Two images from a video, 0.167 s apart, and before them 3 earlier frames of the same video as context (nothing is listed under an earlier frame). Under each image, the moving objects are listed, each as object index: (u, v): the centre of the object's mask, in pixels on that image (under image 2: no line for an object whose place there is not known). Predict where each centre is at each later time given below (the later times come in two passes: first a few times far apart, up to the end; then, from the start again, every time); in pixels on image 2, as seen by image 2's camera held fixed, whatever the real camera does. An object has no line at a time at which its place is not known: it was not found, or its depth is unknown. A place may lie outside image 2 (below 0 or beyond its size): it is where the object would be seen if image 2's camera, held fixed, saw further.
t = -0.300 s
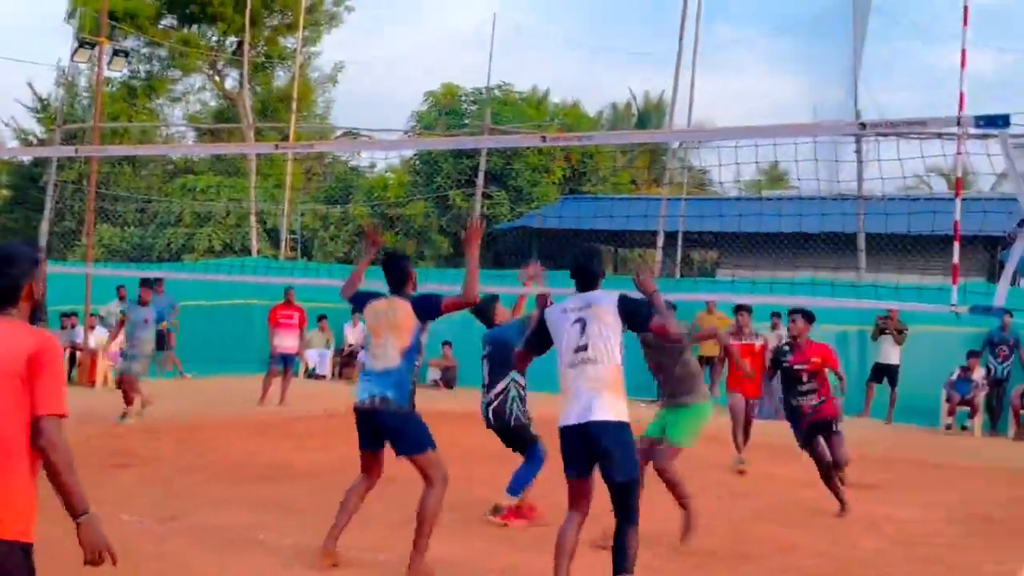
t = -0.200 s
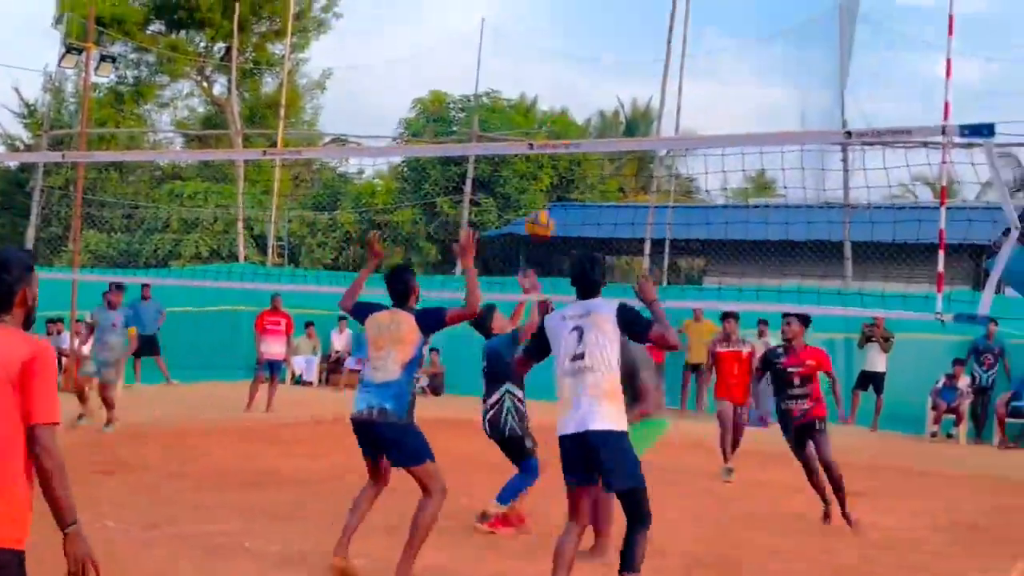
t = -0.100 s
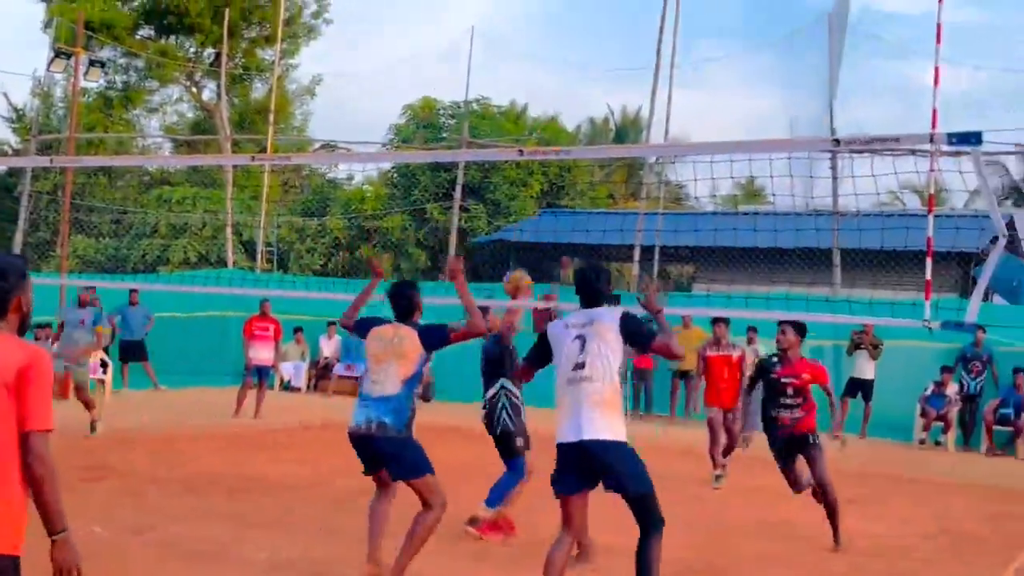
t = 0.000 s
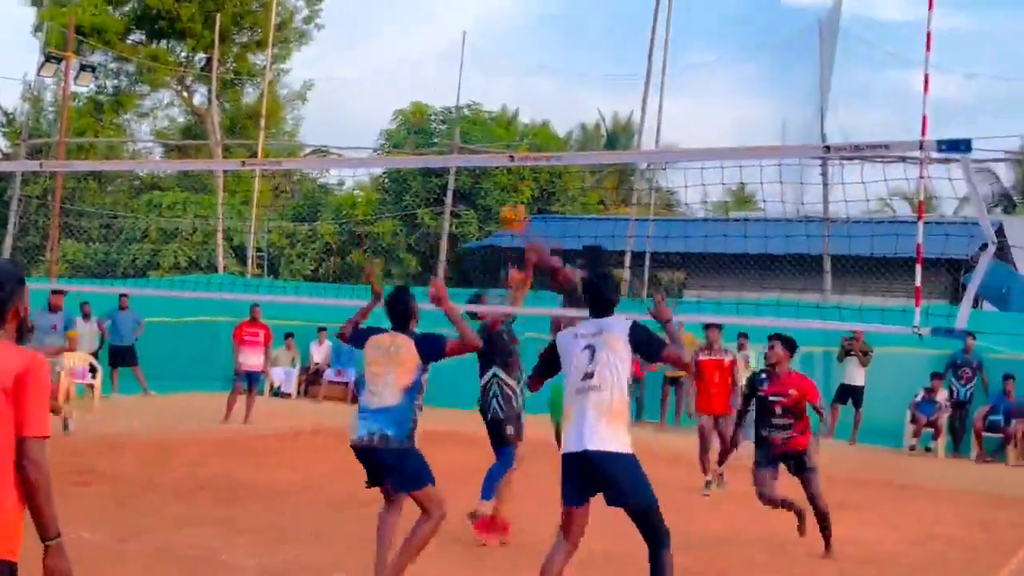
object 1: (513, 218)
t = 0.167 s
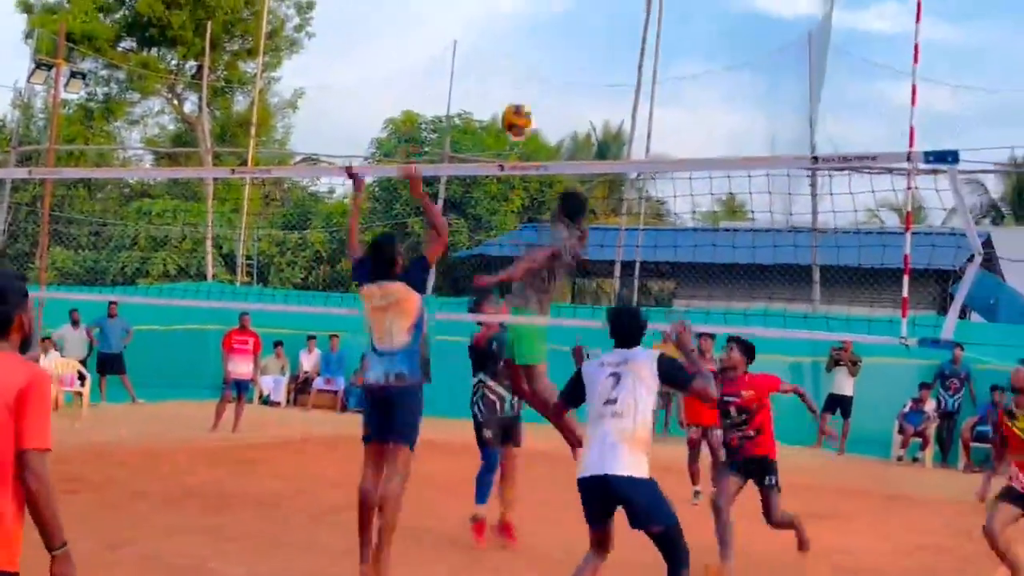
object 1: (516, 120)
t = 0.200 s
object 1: (519, 103)
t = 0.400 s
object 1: (530, 32)
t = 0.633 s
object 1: (535, 22)
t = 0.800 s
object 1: (535, 63)
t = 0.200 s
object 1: (519, 103)
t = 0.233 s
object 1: (521, 88)
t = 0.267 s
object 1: (523, 74)
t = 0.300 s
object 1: (525, 61)
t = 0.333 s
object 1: (527, 50)
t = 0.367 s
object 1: (528, 40)
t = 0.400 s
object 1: (530, 32)
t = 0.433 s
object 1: (530, 27)
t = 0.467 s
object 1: (532, 22)
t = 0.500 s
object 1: (533, 18)
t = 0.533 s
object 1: (534, 17)
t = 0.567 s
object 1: (534, 17)
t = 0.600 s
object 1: (535, 18)
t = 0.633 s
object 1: (535, 22)
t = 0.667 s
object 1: (535, 26)
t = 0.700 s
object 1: (536, 33)
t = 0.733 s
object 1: (536, 41)
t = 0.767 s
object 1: (536, 51)
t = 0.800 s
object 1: (535, 63)
